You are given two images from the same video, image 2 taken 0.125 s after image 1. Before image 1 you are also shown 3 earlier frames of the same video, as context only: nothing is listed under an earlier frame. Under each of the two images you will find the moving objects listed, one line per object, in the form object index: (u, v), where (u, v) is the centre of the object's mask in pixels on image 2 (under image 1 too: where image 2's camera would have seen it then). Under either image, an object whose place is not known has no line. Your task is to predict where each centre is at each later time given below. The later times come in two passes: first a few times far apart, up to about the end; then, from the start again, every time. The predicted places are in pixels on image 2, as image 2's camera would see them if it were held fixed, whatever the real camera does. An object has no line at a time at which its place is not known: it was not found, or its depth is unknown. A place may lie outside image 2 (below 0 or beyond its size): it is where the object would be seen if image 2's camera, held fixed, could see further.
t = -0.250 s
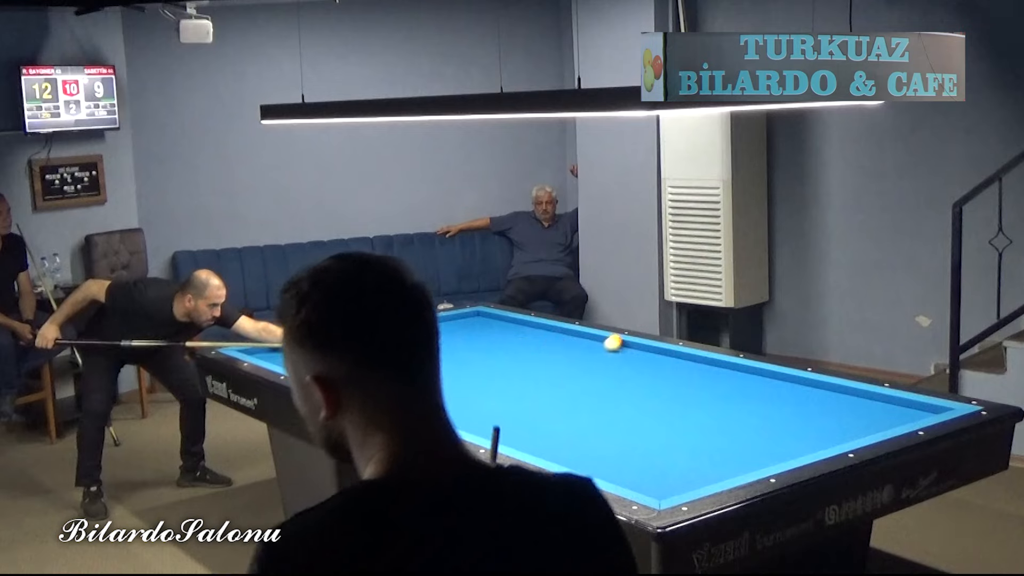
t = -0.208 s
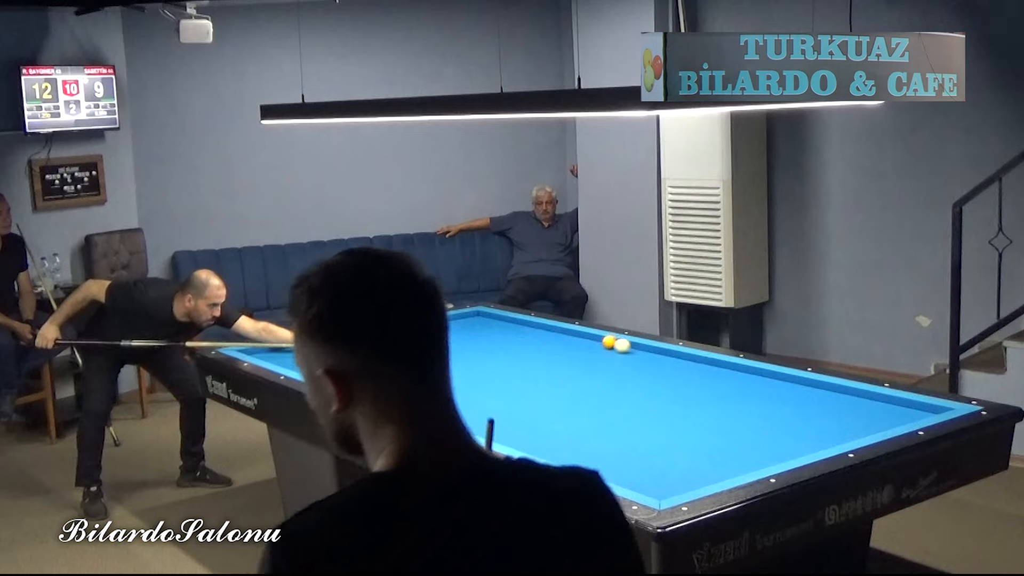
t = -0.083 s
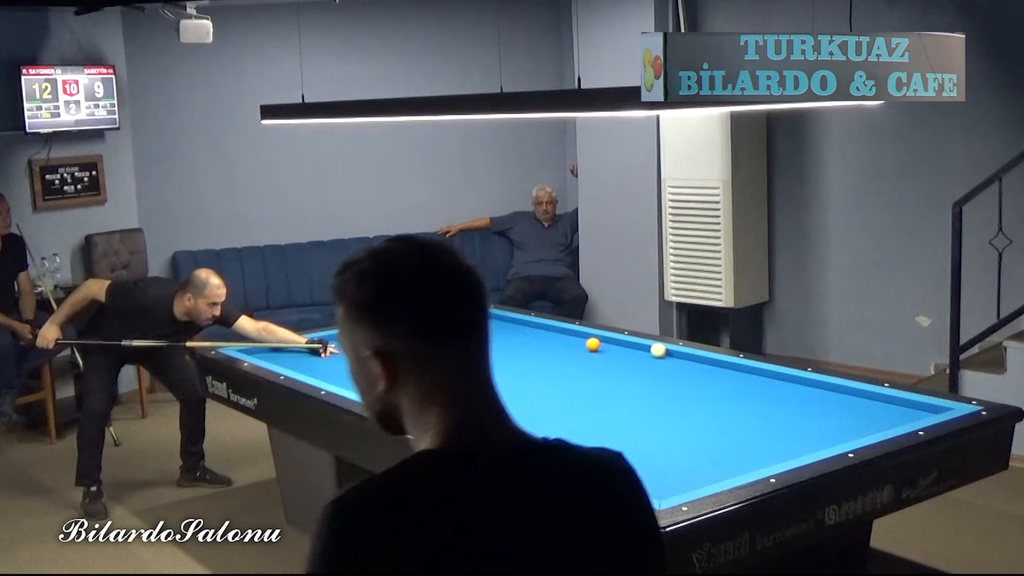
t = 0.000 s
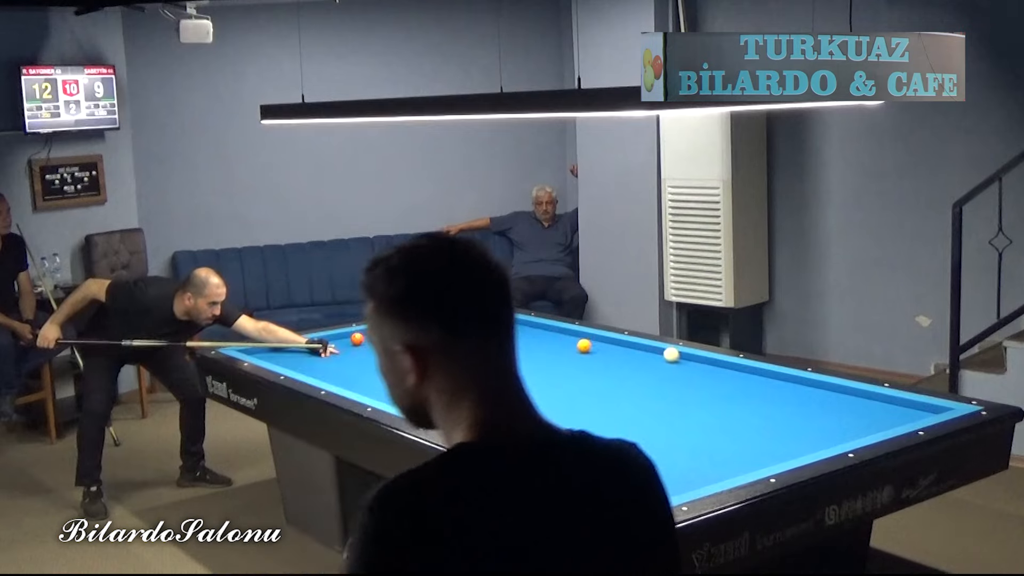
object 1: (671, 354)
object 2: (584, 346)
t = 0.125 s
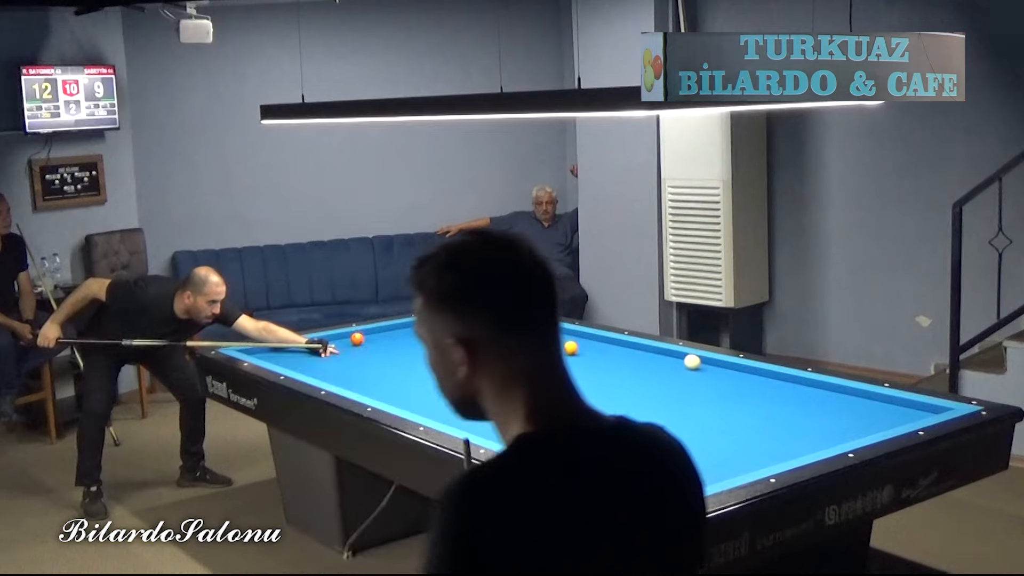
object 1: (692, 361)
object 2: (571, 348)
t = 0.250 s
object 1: (714, 369)
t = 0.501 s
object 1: (767, 387)
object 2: (527, 354)
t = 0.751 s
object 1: (822, 405)
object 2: (500, 359)
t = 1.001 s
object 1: (888, 425)
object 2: (470, 363)
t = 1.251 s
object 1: (817, 421)
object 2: (442, 367)
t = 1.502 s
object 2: (412, 371)
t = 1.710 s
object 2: (389, 375)
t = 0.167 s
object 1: (699, 364)
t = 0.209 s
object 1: (707, 367)
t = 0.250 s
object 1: (714, 369)
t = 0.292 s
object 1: (722, 371)
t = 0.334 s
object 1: (730, 374)
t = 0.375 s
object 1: (742, 378)
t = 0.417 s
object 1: (750, 381)
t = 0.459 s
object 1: (759, 384)
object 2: (531, 354)
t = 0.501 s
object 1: (767, 387)
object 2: (527, 354)
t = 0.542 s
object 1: (776, 389)
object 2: (523, 355)
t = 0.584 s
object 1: (785, 392)
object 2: (518, 356)
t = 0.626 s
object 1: (794, 395)
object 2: (513, 357)
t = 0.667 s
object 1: (803, 398)
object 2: (509, 357)
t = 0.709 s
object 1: (813, 402)
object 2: (504, 358)
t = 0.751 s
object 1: (822, 405)
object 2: (500, 359)
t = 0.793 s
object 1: (832, 408)
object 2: (495, 359)
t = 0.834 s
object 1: (842, 412)
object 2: (491, 360)
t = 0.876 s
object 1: (858, 417)
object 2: (484, 361)
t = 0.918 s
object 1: (868, 420)
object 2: (479, 362)
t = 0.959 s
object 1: (879, 423)
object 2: (474, 362)
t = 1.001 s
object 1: (888, 425)
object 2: (470, 363)
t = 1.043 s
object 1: (875, 425)
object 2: (465, 364)
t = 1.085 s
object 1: (861, 425)
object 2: (460, 364)
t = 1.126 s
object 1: (848, 424)
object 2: (456, 365)
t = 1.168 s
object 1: (836, 423)
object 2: (451, 366)
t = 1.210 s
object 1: (825, 423)
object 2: (447, 366)
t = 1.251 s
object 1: (817, 421)
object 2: (442, 367)
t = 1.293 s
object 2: (437, 368)
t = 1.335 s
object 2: (430, 369)
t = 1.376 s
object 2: (426, 369)
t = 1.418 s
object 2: (421, 370)
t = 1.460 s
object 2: (417, 371)
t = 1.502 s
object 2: (412, 371)
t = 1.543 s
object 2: (407, 372)
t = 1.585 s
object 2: (403, 373)
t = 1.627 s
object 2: (398, 373)
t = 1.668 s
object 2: (393, 374)
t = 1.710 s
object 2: (389, 375)
